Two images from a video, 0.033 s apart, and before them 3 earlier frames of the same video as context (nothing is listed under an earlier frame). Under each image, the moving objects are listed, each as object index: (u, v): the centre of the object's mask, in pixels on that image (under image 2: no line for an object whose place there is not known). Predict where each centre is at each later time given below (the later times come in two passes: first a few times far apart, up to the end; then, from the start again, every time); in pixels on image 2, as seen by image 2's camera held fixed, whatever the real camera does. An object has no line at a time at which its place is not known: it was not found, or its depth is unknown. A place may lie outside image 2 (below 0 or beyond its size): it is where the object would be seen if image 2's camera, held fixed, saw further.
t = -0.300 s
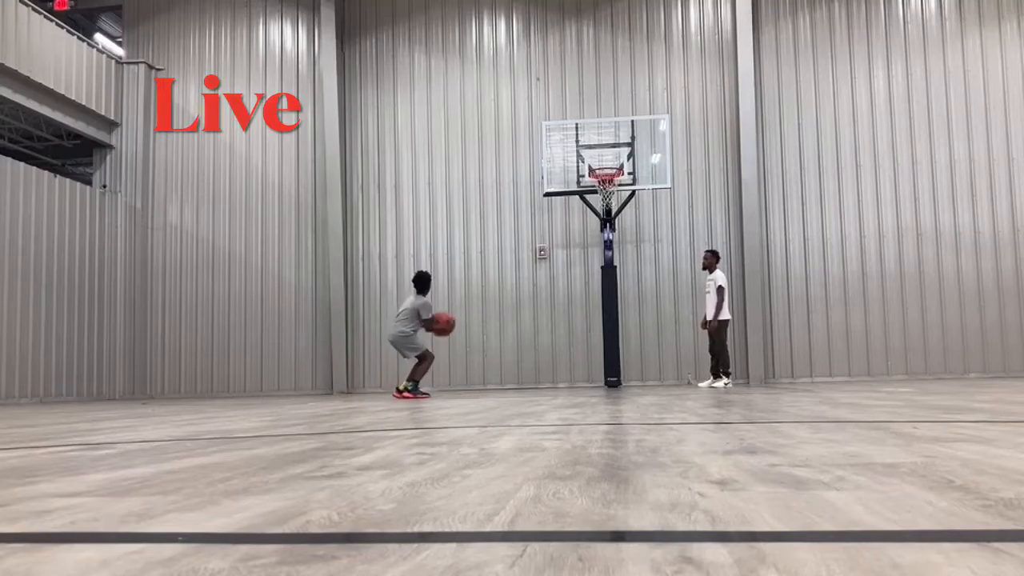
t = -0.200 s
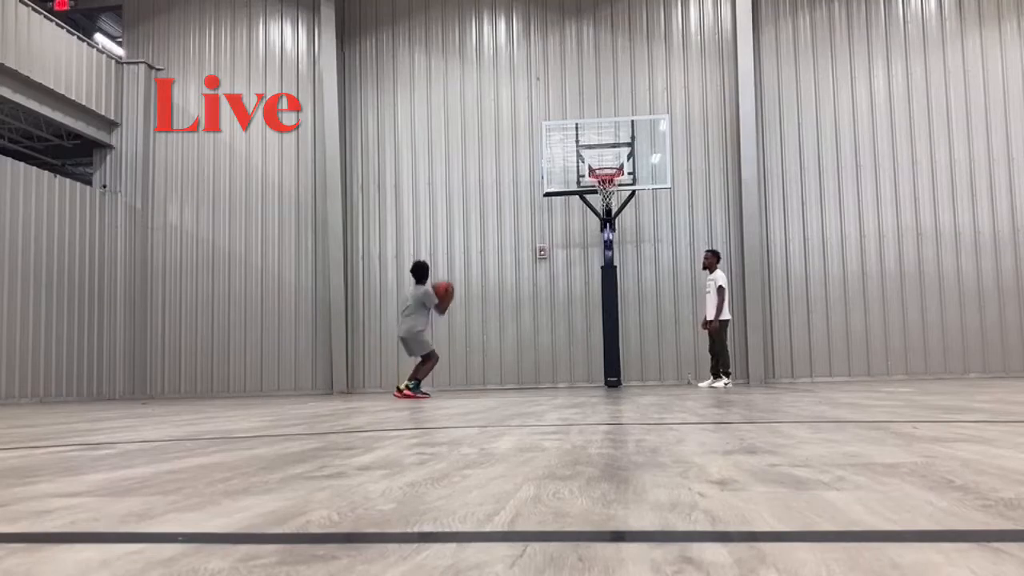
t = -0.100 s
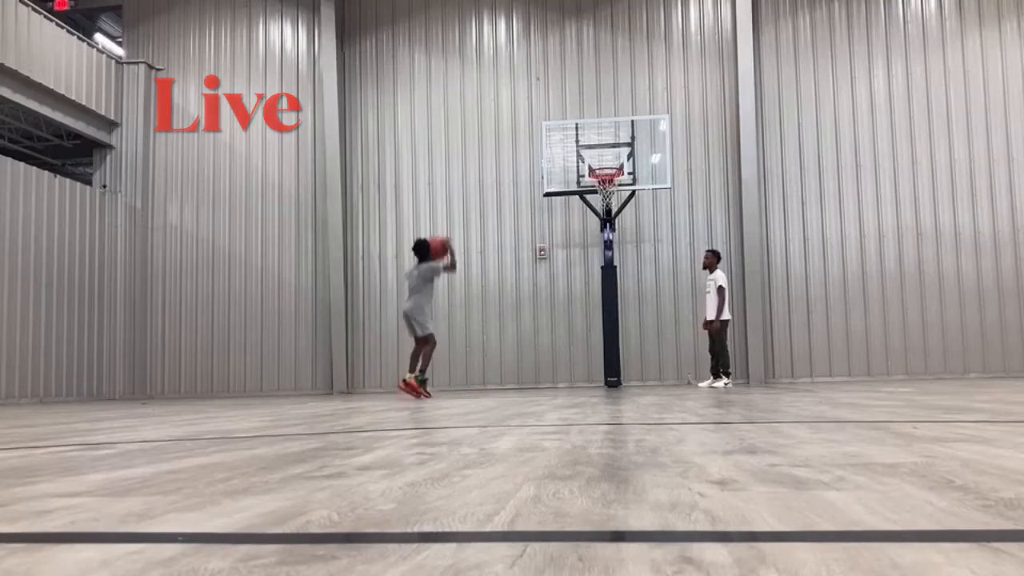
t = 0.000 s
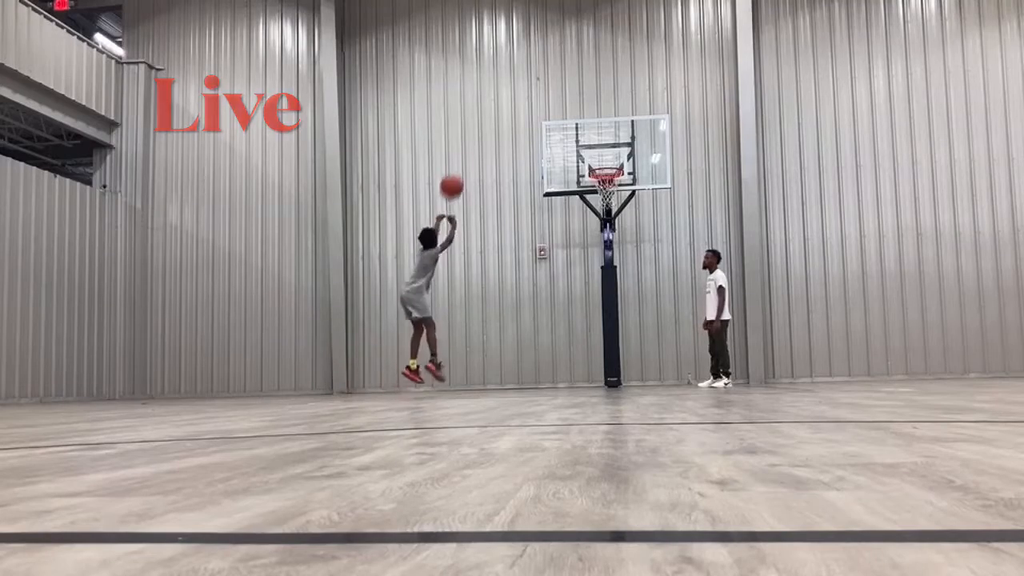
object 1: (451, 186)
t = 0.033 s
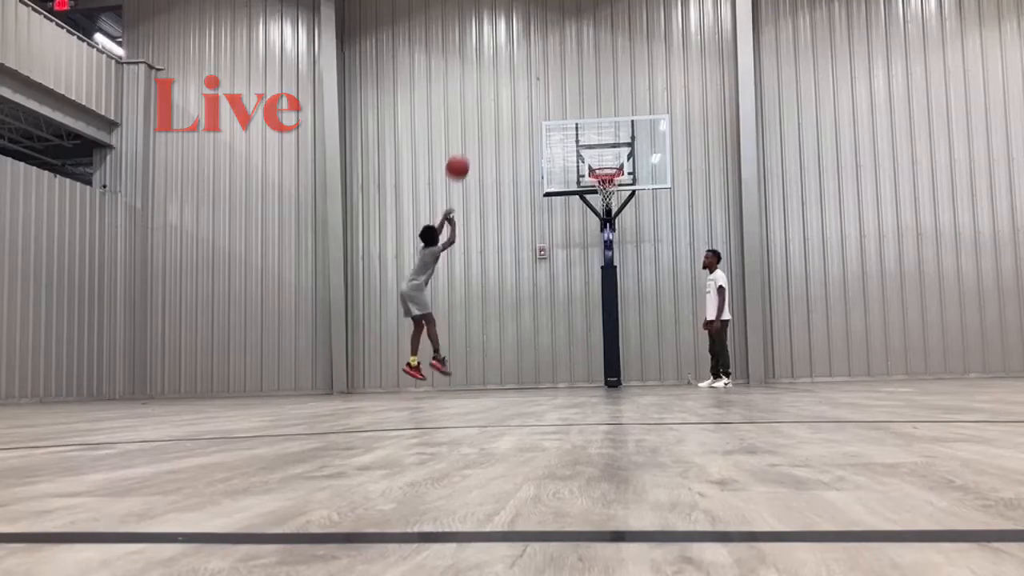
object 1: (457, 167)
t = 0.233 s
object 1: (491, 84)
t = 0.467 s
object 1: (526, 42)
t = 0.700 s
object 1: (558, 46)
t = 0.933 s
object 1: (586, 88)
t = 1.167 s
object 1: (614, 161)
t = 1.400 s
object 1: (589, 161)
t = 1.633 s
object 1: (563, 170)
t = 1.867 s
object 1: (537, 217)
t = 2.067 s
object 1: (516, 289)
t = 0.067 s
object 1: (463, 150)
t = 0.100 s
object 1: (469, 134)
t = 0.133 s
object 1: (475, 119)
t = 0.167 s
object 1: (480, 106)
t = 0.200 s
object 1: (485, 95)
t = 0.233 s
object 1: (491, 84)
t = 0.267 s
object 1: (496, 75)
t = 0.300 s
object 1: (501, 66)
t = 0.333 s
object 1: (506, 60)
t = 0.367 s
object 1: (511, 54)
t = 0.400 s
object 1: (516, 49)
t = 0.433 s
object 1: (521, 45)
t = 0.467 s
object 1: (526, 42)
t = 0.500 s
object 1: (530, 40)
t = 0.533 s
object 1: (535, 39)
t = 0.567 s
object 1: (540, 39)
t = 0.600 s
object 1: (545, 40)
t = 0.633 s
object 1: (549, 41)
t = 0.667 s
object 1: (553, 43)
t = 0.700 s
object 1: (558, 46)
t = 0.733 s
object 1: (562, 50)
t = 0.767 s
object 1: (566, 55)
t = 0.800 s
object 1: (570, 60)
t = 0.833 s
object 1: (574, 66)
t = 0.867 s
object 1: (578, 73)
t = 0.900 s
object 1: (582, 80)
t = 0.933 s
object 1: (586, 88)
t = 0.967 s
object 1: (590, 97)
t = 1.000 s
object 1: (595, 107)
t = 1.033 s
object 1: (598, 116)
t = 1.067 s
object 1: (602, 127)
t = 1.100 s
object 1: (606, 138)
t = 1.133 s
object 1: (609, 149)
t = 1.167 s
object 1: (614, 161)
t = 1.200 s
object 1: (612, 167)
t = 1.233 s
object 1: (609, 170)
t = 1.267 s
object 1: (607, 171)
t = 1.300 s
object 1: (602, 168)
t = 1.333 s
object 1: (597, 164)
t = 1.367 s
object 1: (593, 163)
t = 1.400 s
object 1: (589, 161)
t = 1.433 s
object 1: (585, 160)
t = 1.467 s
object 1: (581, 160)
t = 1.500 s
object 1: (578, 160)
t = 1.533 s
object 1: (574, 161)
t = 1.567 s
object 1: (570, 163)
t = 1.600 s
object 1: (566, 166)
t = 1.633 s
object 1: (563, 170)
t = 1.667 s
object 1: (559, 174)
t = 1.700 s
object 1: (556, 179)
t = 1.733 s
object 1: (552, 184)
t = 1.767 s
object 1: (548, 191)
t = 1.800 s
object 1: (544, 199)
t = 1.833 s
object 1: (541, 207)
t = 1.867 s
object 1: (537, 217)
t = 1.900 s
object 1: (534, 226)
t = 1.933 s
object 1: (530, 237)
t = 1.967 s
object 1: (527, 249)
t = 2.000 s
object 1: (523, 261)
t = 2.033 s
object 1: (520, 275)
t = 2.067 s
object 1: (516, 289)
